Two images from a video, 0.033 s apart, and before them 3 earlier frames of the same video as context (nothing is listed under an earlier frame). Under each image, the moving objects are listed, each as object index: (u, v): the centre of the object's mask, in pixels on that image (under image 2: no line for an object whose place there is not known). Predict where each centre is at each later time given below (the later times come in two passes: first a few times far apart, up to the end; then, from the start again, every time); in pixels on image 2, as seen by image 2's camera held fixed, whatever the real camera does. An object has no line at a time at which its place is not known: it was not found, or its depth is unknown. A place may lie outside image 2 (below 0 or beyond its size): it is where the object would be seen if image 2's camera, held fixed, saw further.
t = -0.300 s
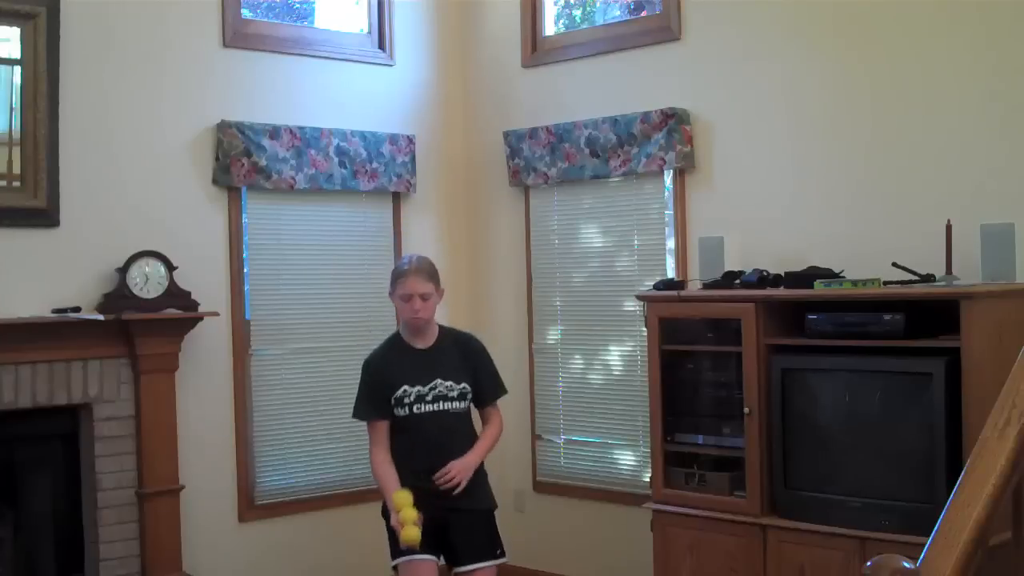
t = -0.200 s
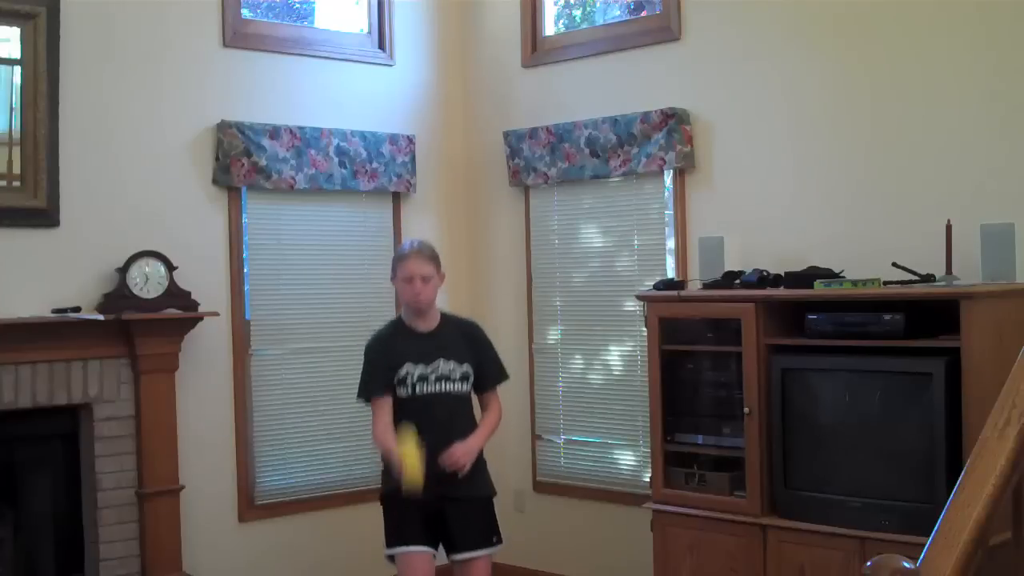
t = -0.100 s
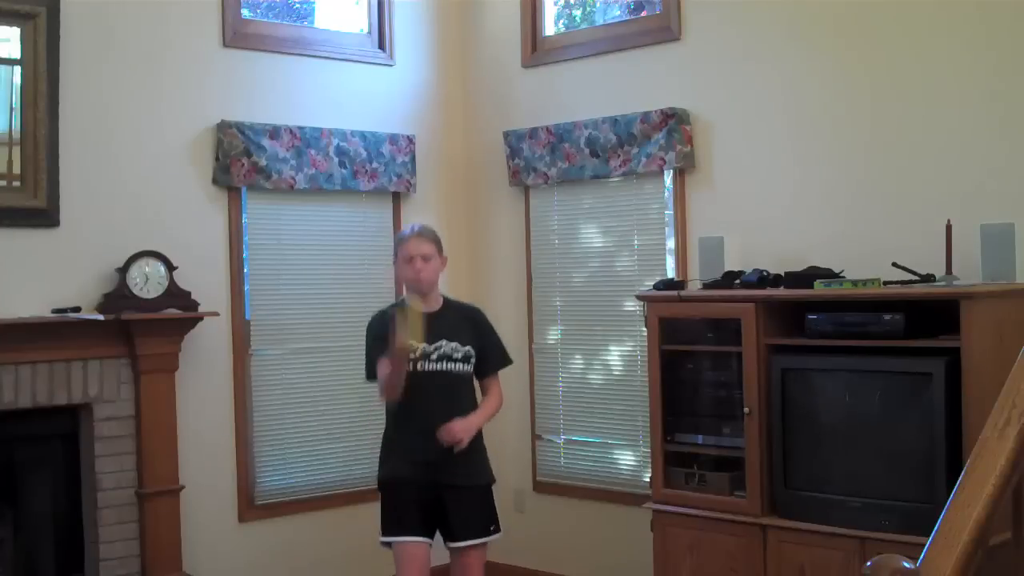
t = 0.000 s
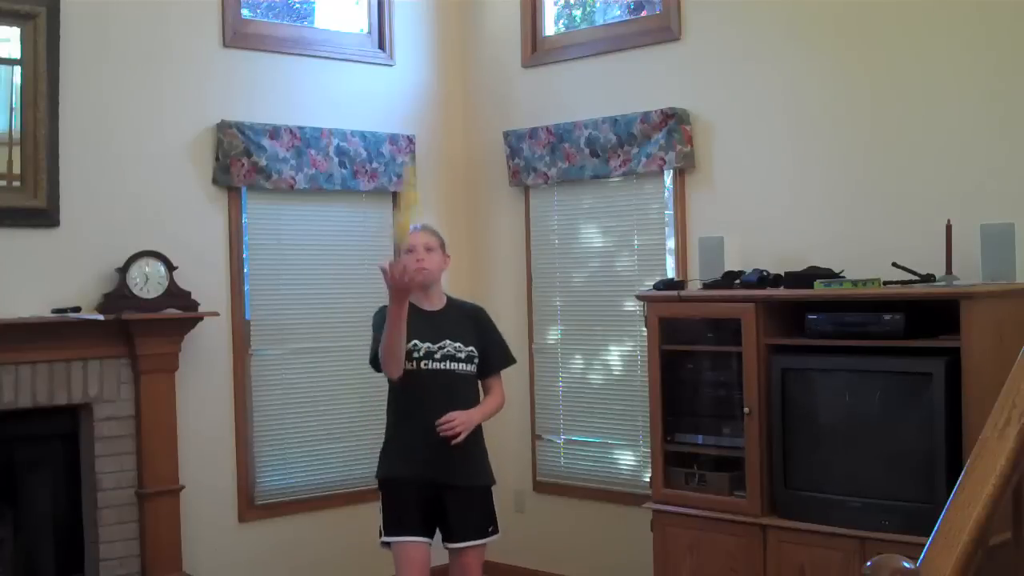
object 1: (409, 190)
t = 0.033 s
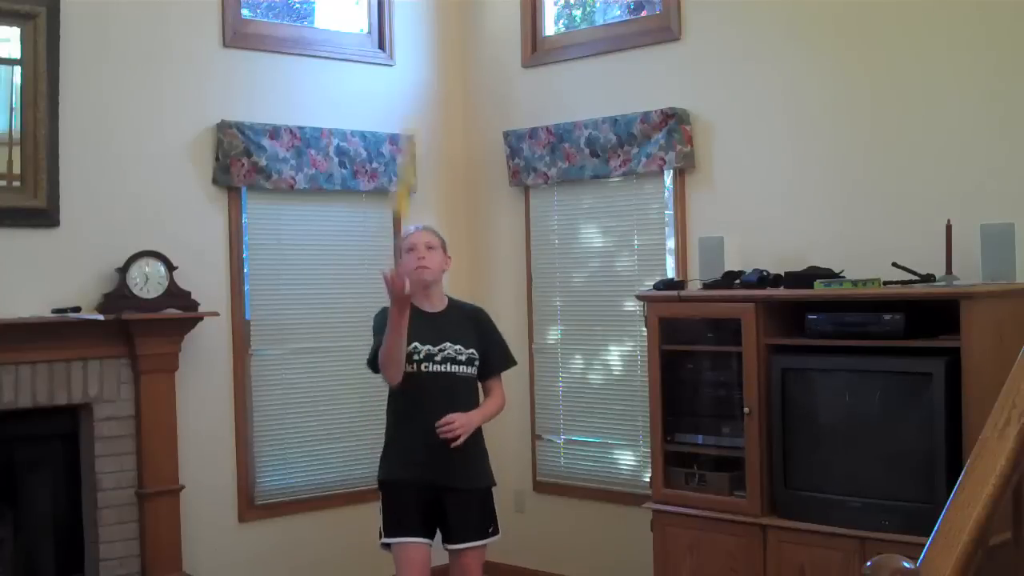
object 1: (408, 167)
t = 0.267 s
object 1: (399, 41)
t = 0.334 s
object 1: (398, 35)
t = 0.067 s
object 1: (406, 148)
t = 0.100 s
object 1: (403, 121)
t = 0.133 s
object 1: (402, 100)
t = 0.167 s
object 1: (402, 79)
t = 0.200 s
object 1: (401, 63)
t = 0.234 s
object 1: (400, 50)
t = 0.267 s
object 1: (399, 41)
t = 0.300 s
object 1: (399, 36)
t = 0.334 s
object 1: (398, 35)
